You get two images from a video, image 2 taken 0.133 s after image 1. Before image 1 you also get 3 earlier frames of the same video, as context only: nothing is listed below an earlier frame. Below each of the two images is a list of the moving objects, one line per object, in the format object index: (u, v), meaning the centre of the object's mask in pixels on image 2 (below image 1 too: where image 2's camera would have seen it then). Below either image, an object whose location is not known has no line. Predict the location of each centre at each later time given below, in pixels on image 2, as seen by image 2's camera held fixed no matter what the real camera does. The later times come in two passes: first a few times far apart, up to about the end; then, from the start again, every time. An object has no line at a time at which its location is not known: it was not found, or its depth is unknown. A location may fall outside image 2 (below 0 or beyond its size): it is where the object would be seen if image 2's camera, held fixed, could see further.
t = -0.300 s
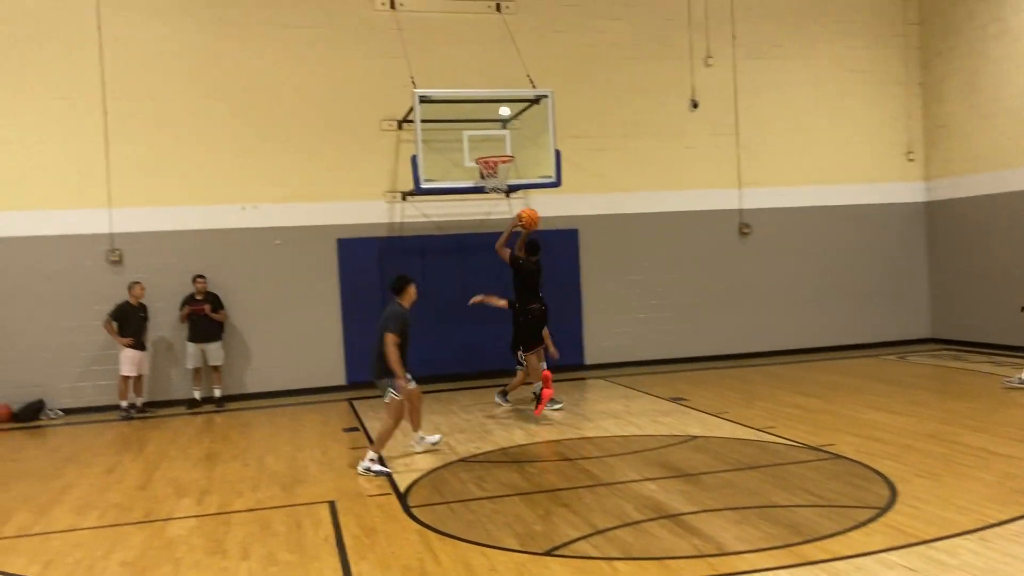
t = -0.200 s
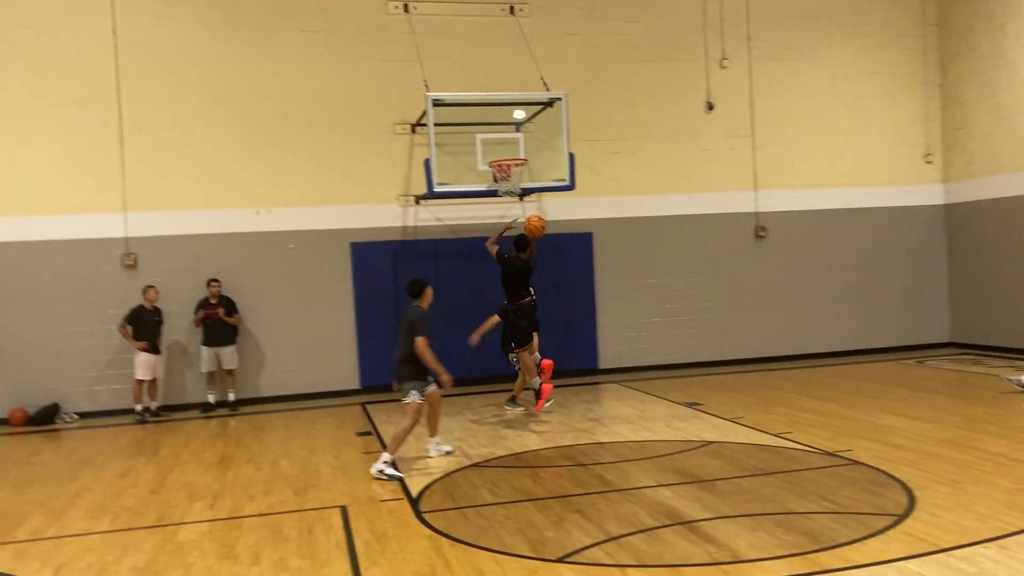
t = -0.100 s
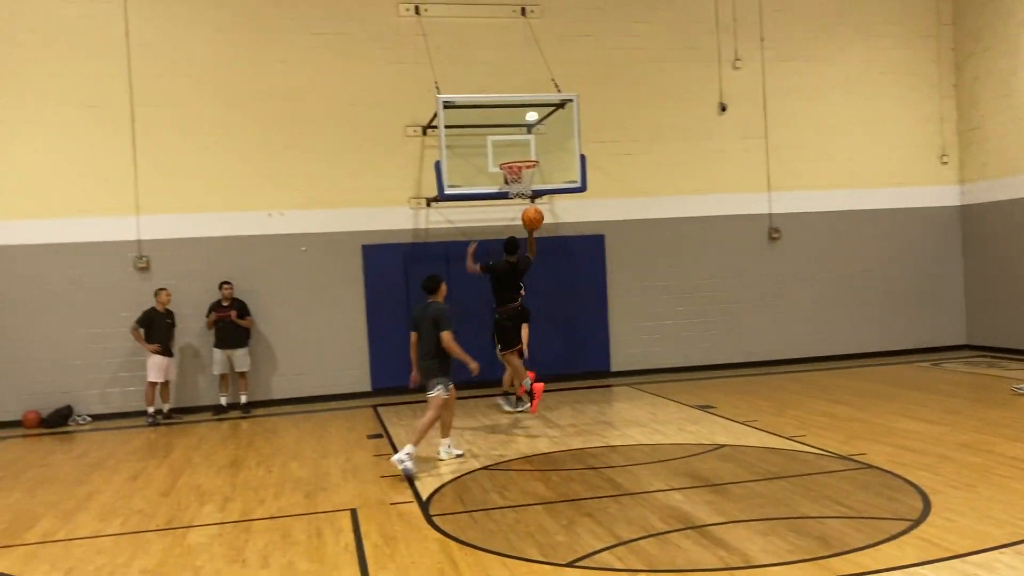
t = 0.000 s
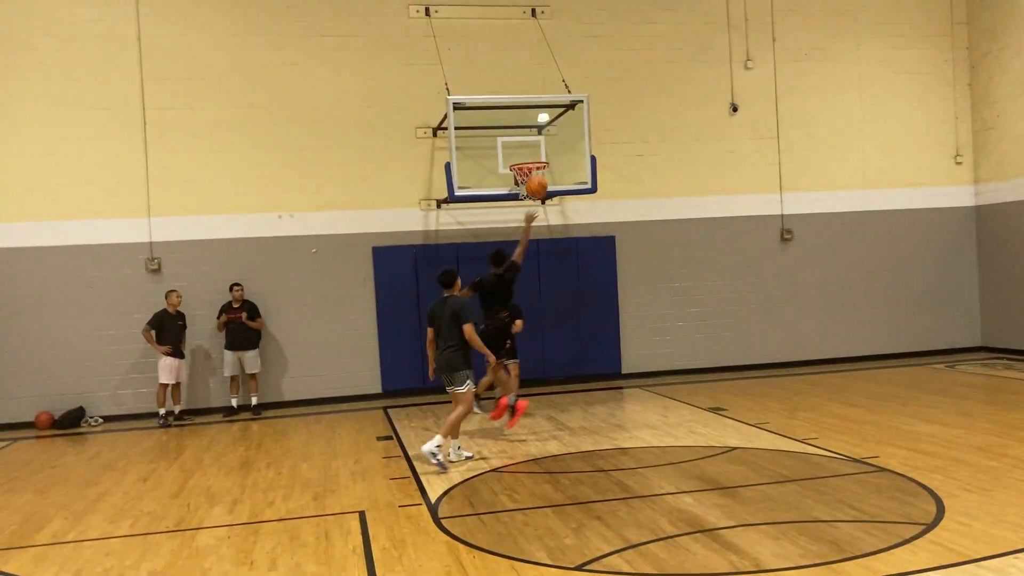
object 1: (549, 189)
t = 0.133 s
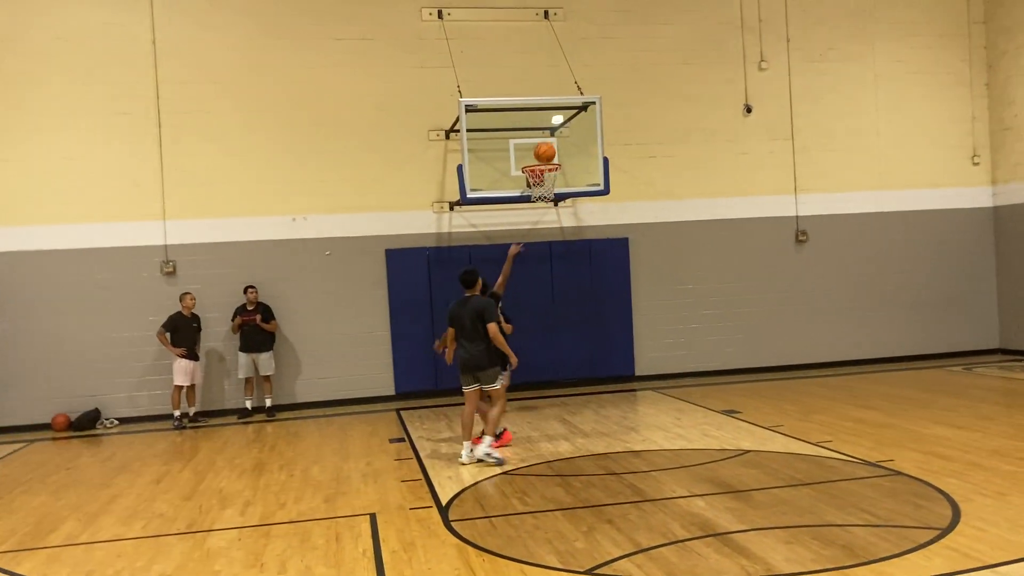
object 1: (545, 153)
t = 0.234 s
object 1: (543, 137)
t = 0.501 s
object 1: (538, 139)
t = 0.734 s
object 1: (539, 158)
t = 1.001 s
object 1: (538, 154)
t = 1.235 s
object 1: (534, 165)
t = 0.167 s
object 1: (544, 147)
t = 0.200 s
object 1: (543, 141)
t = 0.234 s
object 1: (543, 137)
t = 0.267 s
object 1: (542, 134)
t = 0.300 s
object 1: (541, 132)
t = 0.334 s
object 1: (541, 131)
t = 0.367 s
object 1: (541, 130)
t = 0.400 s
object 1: (540, 131)
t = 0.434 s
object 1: (540, 133)
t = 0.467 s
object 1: (539, 135)
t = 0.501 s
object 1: (538, 139)
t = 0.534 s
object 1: (539, 144)
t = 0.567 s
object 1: (539, 149)
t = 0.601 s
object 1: (539, 154)
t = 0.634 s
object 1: (538, 158)
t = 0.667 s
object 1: (539, 159)
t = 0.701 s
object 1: (539, 159)
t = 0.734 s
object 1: (539, 158)
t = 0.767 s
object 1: (539, 158)
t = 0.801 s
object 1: (539, 157)
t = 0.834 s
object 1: (539, 156)
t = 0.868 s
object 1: (539, 157)
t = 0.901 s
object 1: (539, 157)
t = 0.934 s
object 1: (539, 157)
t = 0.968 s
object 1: (538, 155)
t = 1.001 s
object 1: (538, 154)
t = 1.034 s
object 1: (537, 153)
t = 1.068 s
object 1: (537, 153)
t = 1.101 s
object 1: (537, 153)
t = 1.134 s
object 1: (536, 154)
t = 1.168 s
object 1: (536, 156)
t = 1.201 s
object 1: (535, 157)
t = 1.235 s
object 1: (534, 165)
